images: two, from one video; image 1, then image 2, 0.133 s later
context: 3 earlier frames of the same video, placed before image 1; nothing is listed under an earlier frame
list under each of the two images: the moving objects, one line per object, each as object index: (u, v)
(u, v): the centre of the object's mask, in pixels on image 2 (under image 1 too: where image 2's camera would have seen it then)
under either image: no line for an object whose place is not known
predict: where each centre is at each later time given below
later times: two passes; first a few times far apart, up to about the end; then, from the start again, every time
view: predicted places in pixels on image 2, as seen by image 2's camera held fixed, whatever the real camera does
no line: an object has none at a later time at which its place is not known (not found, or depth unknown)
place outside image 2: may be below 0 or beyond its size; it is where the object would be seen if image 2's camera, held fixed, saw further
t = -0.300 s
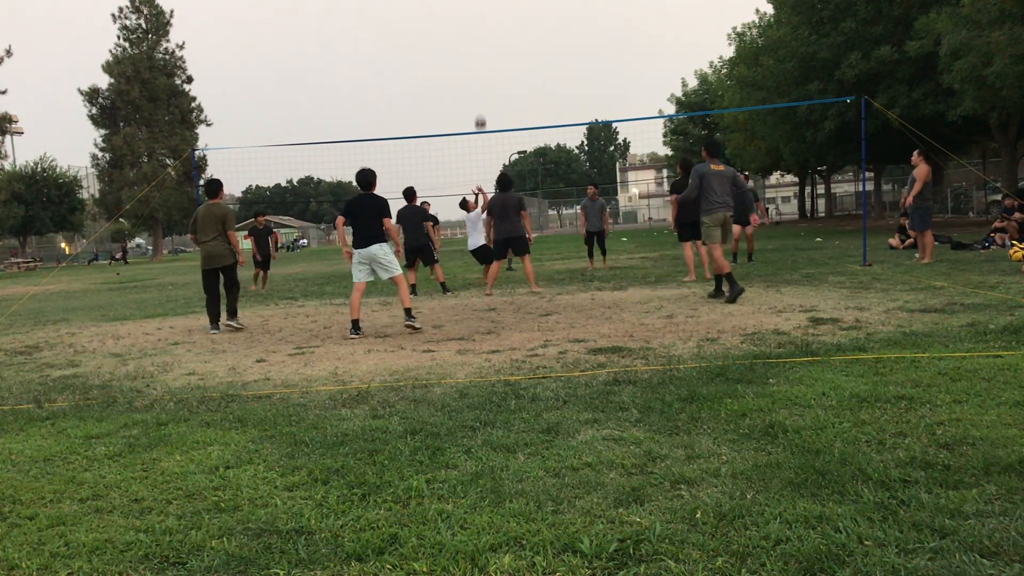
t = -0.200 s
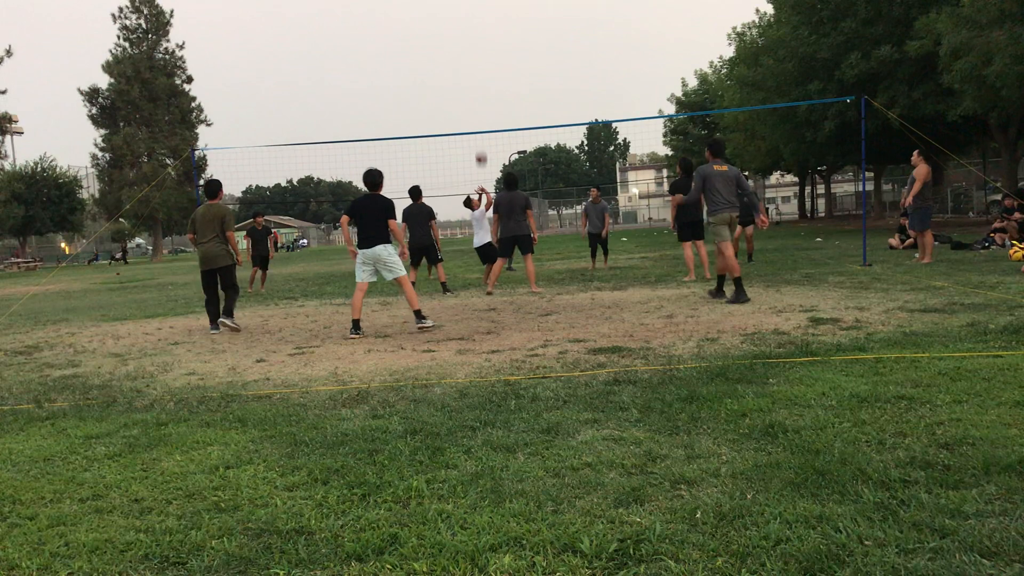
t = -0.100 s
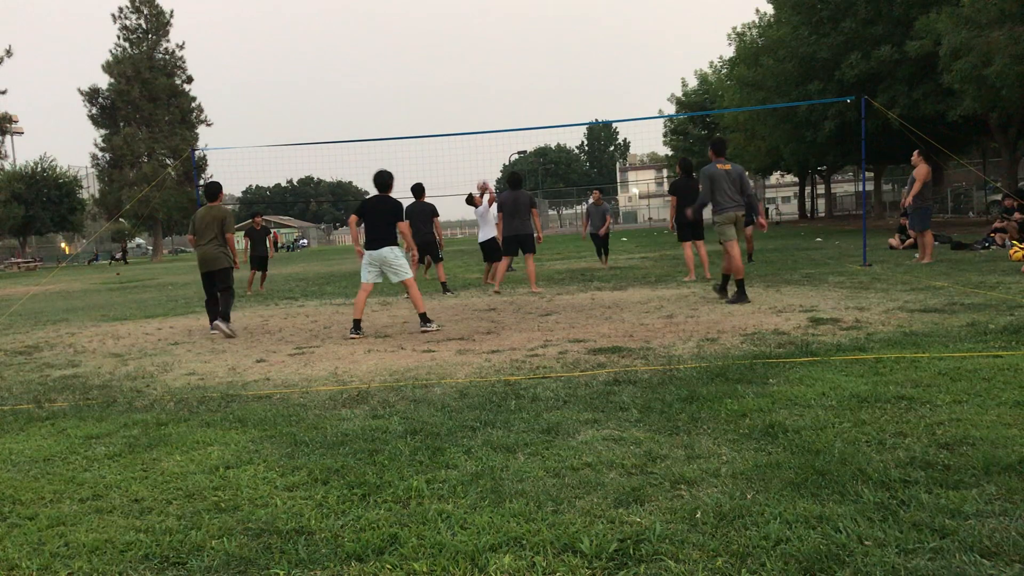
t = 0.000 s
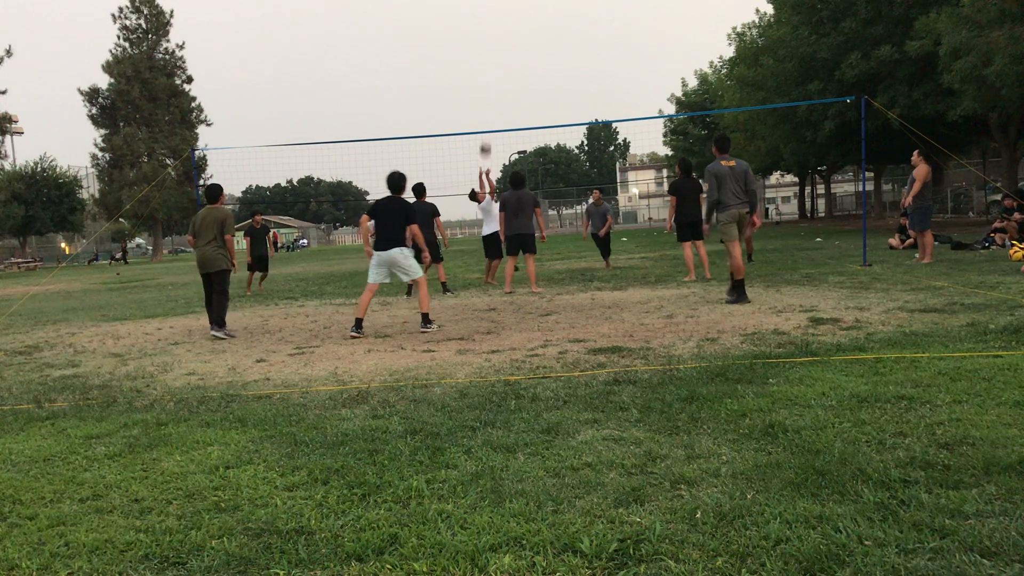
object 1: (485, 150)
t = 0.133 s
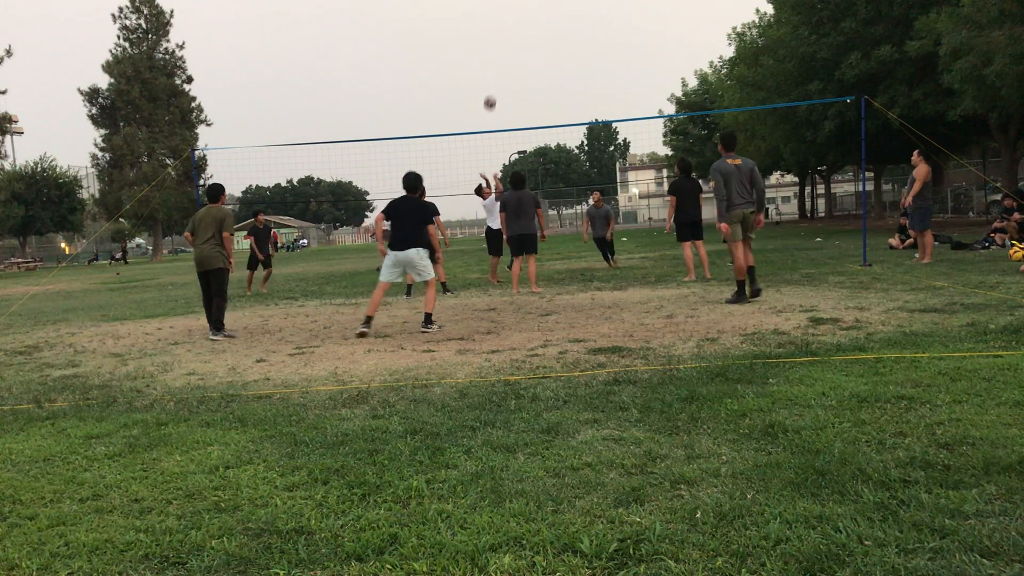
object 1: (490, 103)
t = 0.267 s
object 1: (495, 68)
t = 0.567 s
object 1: (508, 27)
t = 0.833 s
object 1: (523, 37)
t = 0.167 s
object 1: (491, 93)
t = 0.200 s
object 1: (492, 84)
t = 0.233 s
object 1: (493, 75)
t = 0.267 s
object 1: (495, 68)
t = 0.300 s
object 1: (496, 60)
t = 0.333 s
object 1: (497, 54)
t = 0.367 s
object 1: (499, 48)
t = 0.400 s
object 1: (500, 43)
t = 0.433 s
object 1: (502, 38)
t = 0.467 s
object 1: (503, 34)
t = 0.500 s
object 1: (505, 31)
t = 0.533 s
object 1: (507, 29)
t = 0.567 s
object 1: (508, 27)
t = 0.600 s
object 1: (510, 26)
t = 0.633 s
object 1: (511, 26)
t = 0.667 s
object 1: (513, 26)
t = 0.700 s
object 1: (515, 27)
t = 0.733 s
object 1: (517, 28)
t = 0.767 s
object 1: (519, 31)
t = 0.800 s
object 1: (521, 34)
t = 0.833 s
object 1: (523, 37)
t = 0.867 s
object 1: (525, 42)
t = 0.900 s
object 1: (527, 47)
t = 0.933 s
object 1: (529, 53)
